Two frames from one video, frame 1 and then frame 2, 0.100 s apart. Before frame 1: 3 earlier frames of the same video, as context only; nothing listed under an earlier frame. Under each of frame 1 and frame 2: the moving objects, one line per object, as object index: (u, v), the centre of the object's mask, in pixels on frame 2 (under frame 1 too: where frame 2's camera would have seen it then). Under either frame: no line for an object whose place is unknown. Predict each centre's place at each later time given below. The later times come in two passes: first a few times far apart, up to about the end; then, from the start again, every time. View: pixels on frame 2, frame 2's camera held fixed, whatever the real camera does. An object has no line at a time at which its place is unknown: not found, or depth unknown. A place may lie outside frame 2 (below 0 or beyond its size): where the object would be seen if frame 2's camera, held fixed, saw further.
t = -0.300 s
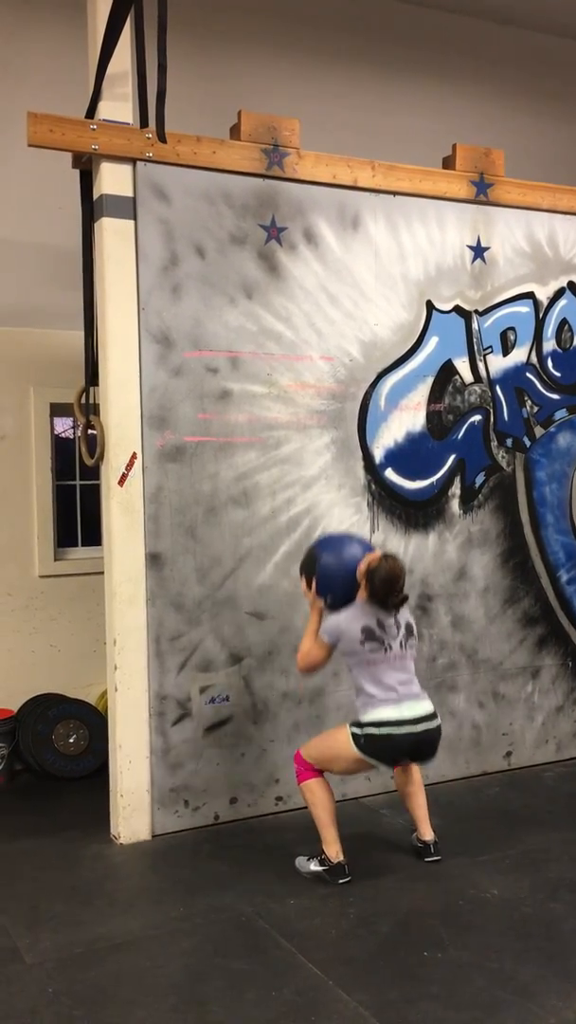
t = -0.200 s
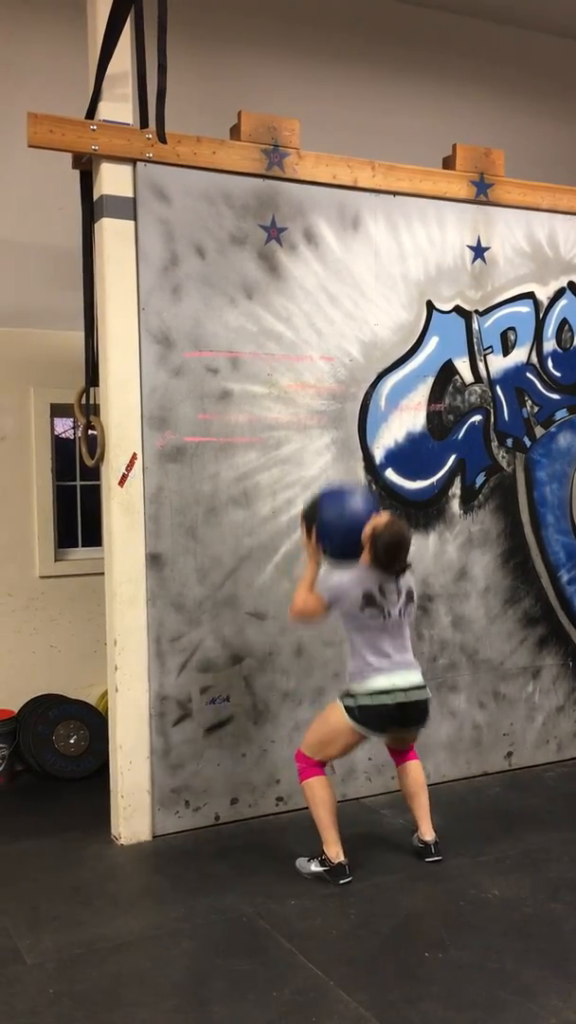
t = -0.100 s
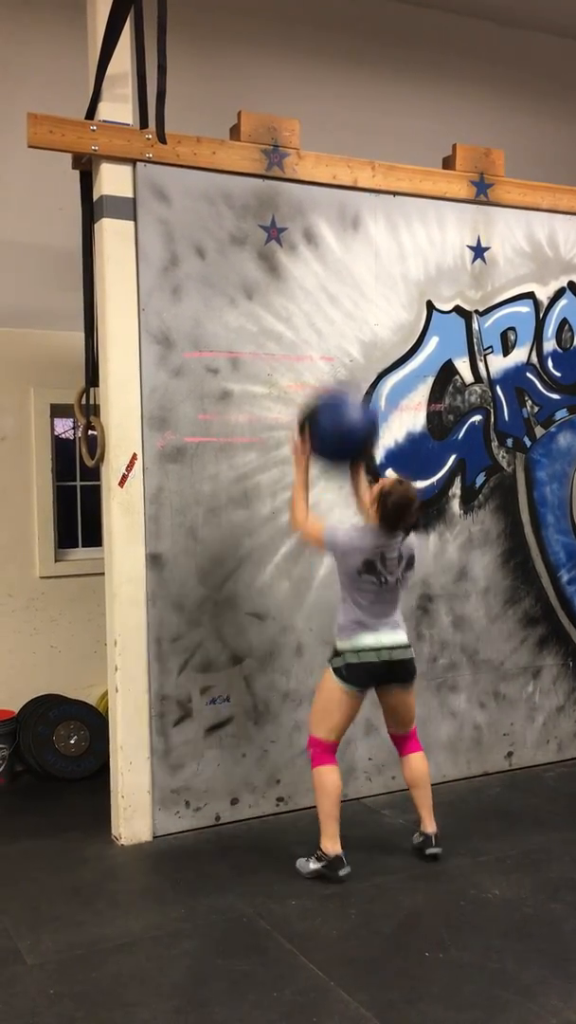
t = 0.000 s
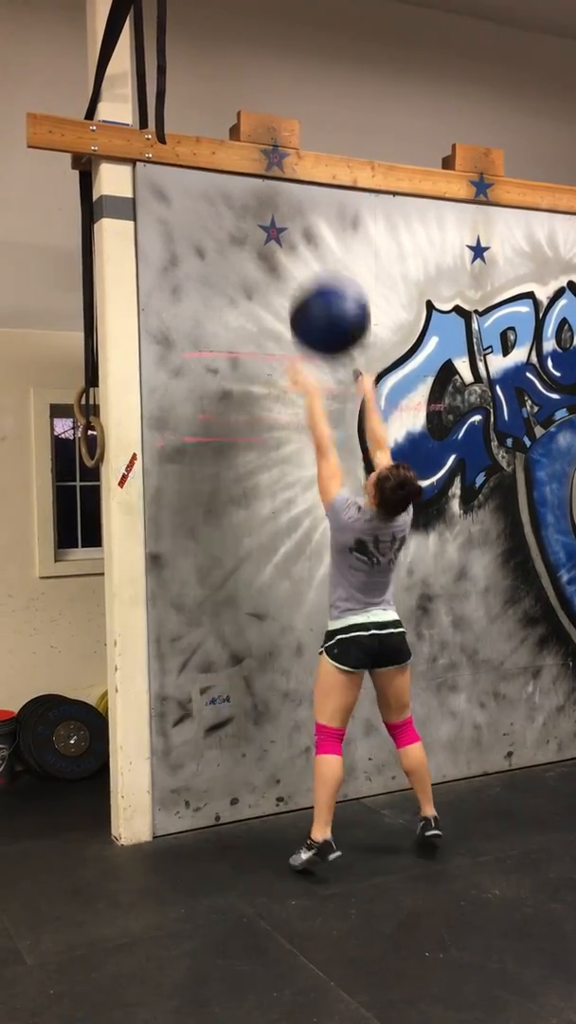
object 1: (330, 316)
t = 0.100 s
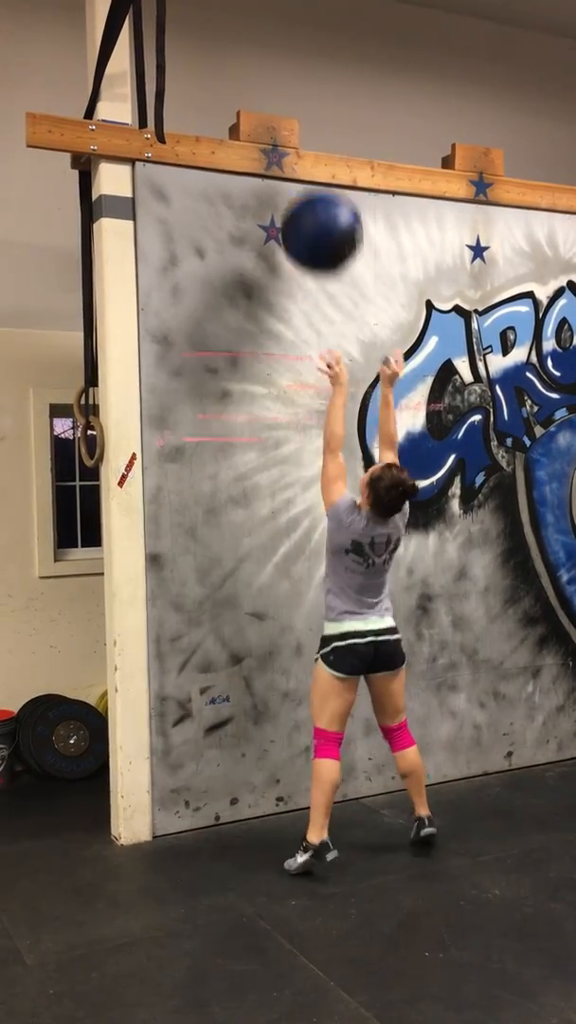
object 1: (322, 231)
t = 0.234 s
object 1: (312, 153)
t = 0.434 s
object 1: (301, 114)
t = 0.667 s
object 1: (310, 159)
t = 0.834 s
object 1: (319, 268)
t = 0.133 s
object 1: (320, 209)
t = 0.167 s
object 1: (317, 186)
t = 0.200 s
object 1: (315, 169)
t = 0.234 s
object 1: (312, 153)
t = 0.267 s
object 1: (310, 140)
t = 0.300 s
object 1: (308, 130)
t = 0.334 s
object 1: (306, 122)
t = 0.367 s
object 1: (304, 116)
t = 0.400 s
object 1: (302, 115)
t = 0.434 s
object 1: (301, 114)
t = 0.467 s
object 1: (301, 114)
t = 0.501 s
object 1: (302, 116)
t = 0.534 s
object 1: (304, 120)
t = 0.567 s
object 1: (304, 127)
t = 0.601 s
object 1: (305, 135)
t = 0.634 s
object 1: (307, 146)
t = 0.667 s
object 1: (310, 159)
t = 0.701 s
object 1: (312, 176)
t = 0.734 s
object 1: (313, 195)
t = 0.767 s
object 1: (315, 217)
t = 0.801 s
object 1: (317, 239)
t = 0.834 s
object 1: (319, 268)
